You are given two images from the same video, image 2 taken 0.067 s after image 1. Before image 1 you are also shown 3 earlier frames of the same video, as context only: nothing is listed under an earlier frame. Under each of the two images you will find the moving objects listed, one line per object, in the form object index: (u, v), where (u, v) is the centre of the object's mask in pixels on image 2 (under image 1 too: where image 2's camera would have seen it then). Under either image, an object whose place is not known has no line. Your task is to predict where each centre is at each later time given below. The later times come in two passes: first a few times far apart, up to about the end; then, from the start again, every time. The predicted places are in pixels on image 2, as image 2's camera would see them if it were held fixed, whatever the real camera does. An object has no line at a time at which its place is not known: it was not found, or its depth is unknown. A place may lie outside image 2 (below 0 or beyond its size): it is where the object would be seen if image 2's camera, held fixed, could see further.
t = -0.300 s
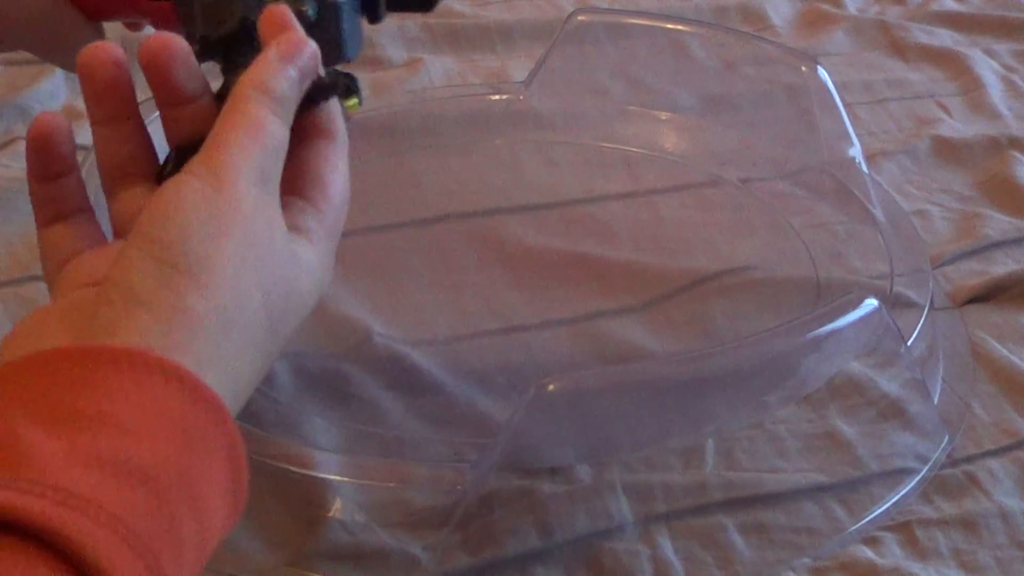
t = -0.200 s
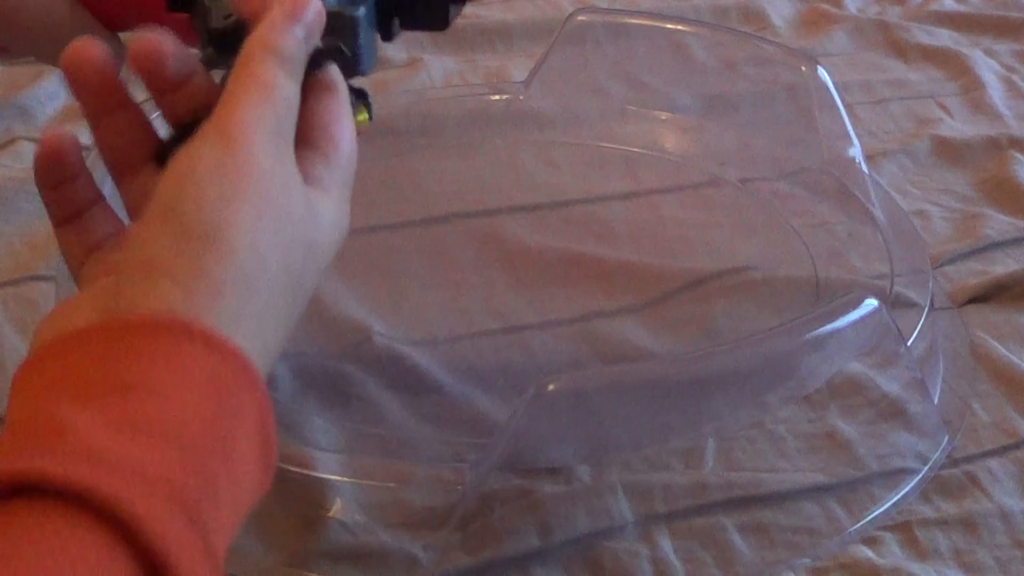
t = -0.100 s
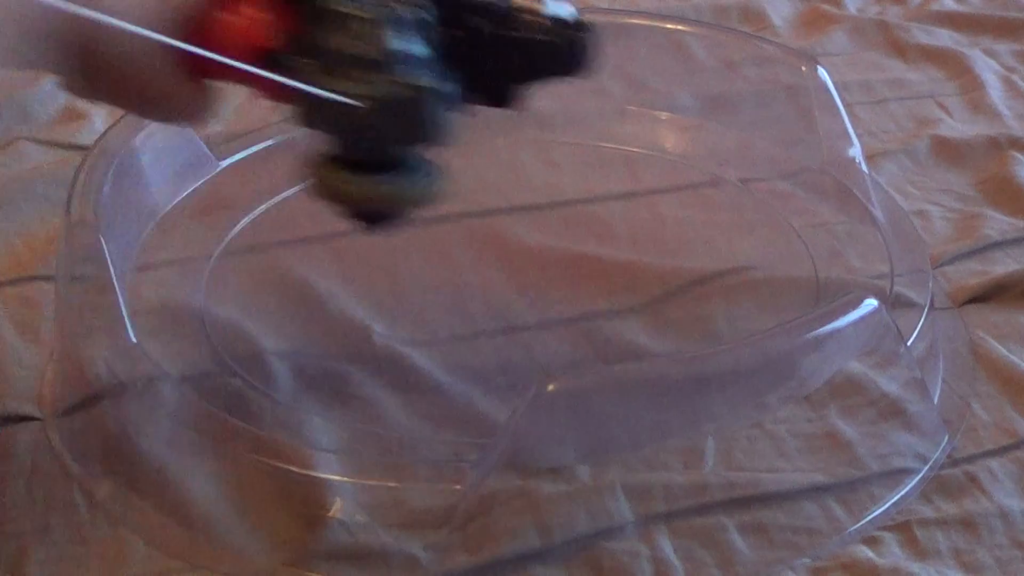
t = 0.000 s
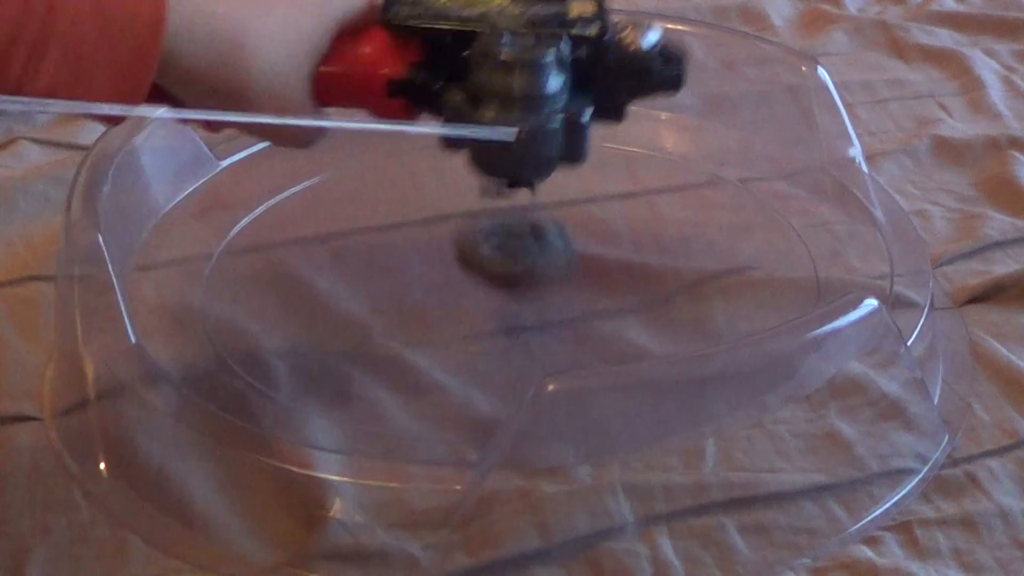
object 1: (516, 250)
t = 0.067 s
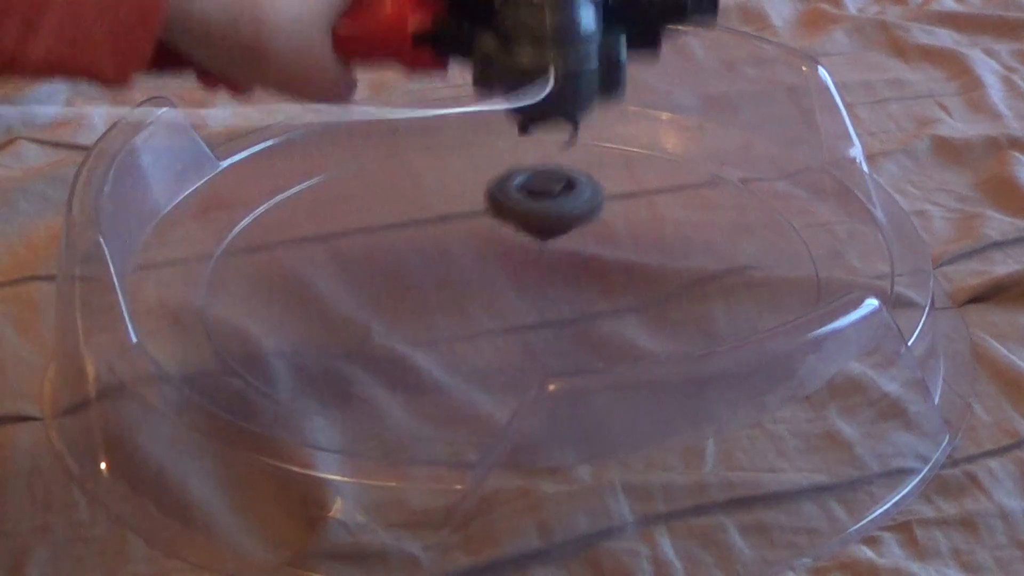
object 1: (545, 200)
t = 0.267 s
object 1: (566, 167)
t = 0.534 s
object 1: (379, 220)
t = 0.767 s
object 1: (501, 345)
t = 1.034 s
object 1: (776, 213)
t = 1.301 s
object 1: (542, 125)
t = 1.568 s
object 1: (316, 282)
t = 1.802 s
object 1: (557, 387)
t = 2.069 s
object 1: (799, 245)
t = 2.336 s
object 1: (515, 187)
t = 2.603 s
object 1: (280, 308)
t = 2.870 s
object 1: (563, 389)
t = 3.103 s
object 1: (721, 269)
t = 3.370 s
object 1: (455, 179)
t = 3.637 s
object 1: (207, 265)
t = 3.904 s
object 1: (478, 377)
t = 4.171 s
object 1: (723, 246)
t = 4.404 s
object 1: (560, 133)
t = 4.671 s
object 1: (291, 192)
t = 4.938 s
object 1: (409, 358)
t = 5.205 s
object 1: (766, 297)
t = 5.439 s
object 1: (748, 171)
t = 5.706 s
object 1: (448, 176)
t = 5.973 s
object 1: (316, 322)
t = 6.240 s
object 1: (606, 383)
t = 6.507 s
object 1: (744, 254)
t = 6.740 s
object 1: (524, 189)
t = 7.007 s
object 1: (266, 255)
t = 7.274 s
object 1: (392, 377)
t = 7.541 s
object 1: (696, 307)
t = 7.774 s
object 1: (634, 180)
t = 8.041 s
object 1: (367, 169)
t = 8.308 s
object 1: (323, 317)
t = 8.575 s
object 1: (649, 335)
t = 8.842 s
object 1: (754, 203)
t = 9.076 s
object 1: (547, 162)
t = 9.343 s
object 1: (331, 269)
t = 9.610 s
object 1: (476, 379)
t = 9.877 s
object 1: (741, 307)
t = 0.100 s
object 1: (557, 192)
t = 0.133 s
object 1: (570, 196)
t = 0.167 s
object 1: (576, 184)
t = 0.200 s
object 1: (577, 175)
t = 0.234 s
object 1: (574, 170)
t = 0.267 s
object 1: (566, 167)
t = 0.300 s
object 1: (553, 167)
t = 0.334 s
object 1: (536, 170)
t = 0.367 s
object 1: (515, 174)
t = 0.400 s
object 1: (491, 179)
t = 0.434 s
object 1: (464, 186)
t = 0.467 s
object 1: (436, 194)
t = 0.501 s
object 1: (406, 205)
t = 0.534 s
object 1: (379, 220)
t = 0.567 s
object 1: (361, 242)
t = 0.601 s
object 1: (355, 263)
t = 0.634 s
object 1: (362, 286)
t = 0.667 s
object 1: (381, 308)
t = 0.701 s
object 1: (413, 325)
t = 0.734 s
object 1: (454, 339)
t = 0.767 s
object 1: (501, 345)
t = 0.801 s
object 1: (552, 341)
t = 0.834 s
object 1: (605, 334)
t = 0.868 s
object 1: (652, 323)
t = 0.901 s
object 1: (697, 306)
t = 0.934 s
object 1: (729, 286)
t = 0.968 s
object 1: (754, 263)
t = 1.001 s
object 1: (770, 239)
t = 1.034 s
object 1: (776, 213)
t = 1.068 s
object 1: (772, 190)
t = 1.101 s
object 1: (761, 169)
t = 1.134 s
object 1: (735, 153)
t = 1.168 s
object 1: (705, 140)
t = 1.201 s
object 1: (667, 128)
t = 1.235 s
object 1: (628, 123)
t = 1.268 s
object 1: (585, 122)
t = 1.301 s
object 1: (542, 125)
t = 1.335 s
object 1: (499, 134)
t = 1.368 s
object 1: (458, 145)
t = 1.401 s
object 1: (418, 163)
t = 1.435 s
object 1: (382, 183)
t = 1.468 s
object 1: (354, 205)
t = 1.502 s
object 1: (331, 229)
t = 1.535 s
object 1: (318, 256)
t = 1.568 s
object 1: (316, 282)
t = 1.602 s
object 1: (324, 307)
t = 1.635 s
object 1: (343, 329)
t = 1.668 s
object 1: (373, 349)
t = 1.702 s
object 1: (411, 364)
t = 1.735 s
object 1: (455, 376)
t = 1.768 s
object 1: (497, 378)
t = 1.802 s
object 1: (557, 387)
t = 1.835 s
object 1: (611, 378)
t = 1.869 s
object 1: (658, 369)
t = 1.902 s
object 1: (705, 353)
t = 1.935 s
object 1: (742, 332)
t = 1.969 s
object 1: (765, 303)
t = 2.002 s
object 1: (790, 284)
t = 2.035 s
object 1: (801, 266)
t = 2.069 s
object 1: (799, 245)
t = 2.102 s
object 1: (786, 227)
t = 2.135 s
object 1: (762, 211)
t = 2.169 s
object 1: (730, 199)
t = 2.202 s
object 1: (695, 190)
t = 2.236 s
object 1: (654, 185)
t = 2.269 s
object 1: (607, 182)
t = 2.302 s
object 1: (561, 183)
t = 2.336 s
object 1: (515, 187)
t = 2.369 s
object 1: (469, 194)
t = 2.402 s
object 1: (426, 204)
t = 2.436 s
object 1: (387, 216)
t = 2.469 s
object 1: (351, 232)
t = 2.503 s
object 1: (320, 250)
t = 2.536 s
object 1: (299, 268)
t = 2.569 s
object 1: (286, 288)
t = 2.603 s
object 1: (280, 308)
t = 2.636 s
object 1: (282, 329)
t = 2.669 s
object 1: (293, 350)
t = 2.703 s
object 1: (319, 365)
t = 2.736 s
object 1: (362, 378)
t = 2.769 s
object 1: (407, 386)
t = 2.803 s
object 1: (459, 391)
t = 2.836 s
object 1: (512, 391)
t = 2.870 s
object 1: (563, 389)
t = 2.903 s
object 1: (612, 381)
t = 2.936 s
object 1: (656, 367)
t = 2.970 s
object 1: (690, 350)
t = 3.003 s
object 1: (708, 323)
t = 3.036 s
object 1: (726, 306)
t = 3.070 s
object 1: (728, 289)
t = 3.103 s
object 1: (721, 269)
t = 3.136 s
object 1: (707, 251)
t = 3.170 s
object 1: (683, 233)
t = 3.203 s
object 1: (654, 217)
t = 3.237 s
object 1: (619, 204)
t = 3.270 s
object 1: (582, 193)
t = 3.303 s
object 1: (541, 186)
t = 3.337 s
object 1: (499, 181)
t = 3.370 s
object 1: (455, 179)
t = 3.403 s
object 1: (413, 179)
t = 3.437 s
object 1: (373, 184)
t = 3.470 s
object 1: (335, 190)
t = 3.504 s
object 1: (298, 201)
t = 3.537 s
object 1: (267, 213)
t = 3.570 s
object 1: (238, 230)
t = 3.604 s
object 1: (218, 245)
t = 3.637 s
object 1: (207, 265)
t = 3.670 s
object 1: (215, 288)
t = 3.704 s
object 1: (228, 309)
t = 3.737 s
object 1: (251, 331)
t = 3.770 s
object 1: (285, 351)
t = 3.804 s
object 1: (328, 365)
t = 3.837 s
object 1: (376, 374)
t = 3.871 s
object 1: (427, 377)
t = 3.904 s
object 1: (478, 377)
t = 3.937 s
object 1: (523, 365)
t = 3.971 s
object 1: (583, 365)
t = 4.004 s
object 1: (625, 353)
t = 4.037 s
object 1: (660, 329)
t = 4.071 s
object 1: (690, 313)
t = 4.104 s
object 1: (710, 291)
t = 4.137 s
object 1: (721, 270)
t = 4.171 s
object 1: (723, 246)
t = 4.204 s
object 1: (715, 222)
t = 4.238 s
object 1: (702, 203)
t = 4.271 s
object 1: (683, 184)
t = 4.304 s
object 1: (657, 167)
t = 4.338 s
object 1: (628, 153)
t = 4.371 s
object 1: (595, 141)
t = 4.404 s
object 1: (560, 133)
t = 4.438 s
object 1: (522, 127)
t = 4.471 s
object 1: (483, 125)
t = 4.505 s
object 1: (445, 128)
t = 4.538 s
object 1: (408, 132)
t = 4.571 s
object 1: (373, 142)
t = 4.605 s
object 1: (341, 155)
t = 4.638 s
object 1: (314, 171)
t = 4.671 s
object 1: (291, 192)
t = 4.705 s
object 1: (276, 214)
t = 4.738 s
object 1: (268, 237)
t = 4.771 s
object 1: (269, 260)
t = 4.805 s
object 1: (279, 283)
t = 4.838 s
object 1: (299, 307)
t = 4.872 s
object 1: (327, 328)
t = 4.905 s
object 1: (363, 344)
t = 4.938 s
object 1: (409, 358)
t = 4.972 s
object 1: (455, 366)
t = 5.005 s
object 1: (505, 365)
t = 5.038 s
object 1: (559, 366)
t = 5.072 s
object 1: (606, 362)
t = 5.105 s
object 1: (656, 352)
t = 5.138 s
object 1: (702, 341)
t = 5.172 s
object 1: (736, 310)
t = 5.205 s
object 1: (766, 297)
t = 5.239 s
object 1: (793, 279)
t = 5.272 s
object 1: (806, 261)
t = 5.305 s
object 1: (805, 241)
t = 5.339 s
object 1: (802, 220)
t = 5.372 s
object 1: (790, 202)
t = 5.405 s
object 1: (772, 185)
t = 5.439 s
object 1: (748, 171)
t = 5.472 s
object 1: (718, 161)
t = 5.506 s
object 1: (685, 154)
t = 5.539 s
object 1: (649, 150)
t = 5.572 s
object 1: (608, 149)
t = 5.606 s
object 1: (568, 151)
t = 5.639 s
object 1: (527, 157)
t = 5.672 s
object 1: (487, 166)
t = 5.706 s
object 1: (448, 176)
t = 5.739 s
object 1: (413, 190)
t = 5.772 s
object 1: (382, 206)
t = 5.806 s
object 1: (355, 223)
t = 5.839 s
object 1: (333, 242)
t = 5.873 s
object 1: (317, 263)
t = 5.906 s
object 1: (309, 283)
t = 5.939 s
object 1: (308, 303)
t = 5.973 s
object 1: (316, 322)
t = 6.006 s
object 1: (332, 341)
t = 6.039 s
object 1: (353, 356)
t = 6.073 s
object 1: (384, 371)
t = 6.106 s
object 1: (422, 382)
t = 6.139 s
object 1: (464, 390)
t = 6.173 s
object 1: (509, 392)
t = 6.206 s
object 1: (559, 388)
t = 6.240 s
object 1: (606, 383)
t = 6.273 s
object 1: (649, 374)
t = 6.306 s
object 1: (690, 360)
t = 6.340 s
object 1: (719, 346)
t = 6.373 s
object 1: (743, 326)
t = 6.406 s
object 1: (753, 301)
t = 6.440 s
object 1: (761, 287)
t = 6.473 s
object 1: (757, 270)
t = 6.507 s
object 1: (744, 254)
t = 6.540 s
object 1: (726, 239)
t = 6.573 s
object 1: (701, 224)
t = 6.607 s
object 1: (672, 213)
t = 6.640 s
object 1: (638, 203)
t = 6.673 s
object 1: (601, 196)
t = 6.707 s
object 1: (562, 191)
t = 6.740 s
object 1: (524, 189)
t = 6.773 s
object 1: (484, 189)
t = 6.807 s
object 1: (444, 191)
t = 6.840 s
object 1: (406, 196)
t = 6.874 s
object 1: (369, 203)
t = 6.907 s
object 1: (338, 213)
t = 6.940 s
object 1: (309, 224)
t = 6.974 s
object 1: (284, 238)
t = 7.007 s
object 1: (266, 255)
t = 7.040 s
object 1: (253, 271)
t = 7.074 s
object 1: (247, 290)
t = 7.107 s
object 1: (250, 308)
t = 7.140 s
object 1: (263, 327)
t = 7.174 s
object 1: (284, 345)
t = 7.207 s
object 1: (312, 360)
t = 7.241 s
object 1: (349, 371)
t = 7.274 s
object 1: (392, 377)
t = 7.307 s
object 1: (440, 380)
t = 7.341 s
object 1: (484, 378)
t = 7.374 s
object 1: (533, 377)
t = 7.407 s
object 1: (579, 369)
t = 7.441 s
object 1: (615, 358)
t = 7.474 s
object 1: (646, 335)
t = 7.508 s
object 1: (676, 322)
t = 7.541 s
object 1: (696, 307)
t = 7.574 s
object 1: (706, 287)
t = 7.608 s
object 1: (711, 267)
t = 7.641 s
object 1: (707, 247)
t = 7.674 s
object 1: (697, 228)
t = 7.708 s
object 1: (681, 209)
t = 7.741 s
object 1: (660, 194)
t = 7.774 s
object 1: (634, 180)
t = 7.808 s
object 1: (606, 169)
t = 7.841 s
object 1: (574, 160)
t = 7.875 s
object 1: (539, 152)
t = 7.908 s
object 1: (503, 149)
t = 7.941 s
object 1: (467, 149)
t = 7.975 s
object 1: (433, 152)
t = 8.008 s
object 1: (398, 159)
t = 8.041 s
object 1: (367, 169)
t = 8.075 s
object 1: (337, 181)
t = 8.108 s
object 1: (316, 196)
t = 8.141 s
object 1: (297, 214)
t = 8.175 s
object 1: (285, 234)
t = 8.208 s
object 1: (283, 254)
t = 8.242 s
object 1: (287, 276)
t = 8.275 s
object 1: (301, 297)
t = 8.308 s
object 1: (323, 317)
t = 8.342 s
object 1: (350, 333)
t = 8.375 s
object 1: (388, 348)
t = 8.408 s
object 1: (429, 357)
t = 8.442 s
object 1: (476, 362)
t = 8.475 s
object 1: (518, 359)
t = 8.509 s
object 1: (564, 352)
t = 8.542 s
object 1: (608, 342)
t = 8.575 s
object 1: (649, 335)
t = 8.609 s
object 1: (685, 323)
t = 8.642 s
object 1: (718, 307)
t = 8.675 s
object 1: (742, 292)
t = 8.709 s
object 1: (759, 273)
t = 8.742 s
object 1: (769, 255)
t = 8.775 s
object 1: (771, 236)
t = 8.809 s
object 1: (766, 218)
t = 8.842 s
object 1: (754, 203)
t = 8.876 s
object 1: (737, 189)
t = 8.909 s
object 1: (714, 177)
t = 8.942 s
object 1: (685, 167)
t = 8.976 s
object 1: (655, 162)
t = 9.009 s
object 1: (620, 159)
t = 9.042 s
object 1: (583, 159)
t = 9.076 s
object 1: (547, 162)
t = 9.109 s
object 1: (511, 168)
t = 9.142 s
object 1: (473, 177)
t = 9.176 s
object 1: (440, 187)
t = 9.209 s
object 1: (411, 201)
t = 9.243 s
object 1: (383, 216)
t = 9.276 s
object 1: (360, 233)
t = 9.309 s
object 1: (342, 251)
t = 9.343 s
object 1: (331, 269)
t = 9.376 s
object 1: (325, 288)
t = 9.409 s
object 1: (327, 307)
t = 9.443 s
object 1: (335, 324)
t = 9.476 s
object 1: (351, 339)
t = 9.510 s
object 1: (376, 353)
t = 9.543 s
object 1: (405, 365)
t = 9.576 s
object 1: (439, 375)
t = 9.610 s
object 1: (476, 379)
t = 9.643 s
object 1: (518, 383)
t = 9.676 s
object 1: (561, 384)
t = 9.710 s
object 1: (603, 380)
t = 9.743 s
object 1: (640, 373)
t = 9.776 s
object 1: (677, 362)
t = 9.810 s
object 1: (708, 348)
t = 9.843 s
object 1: (729, 334)
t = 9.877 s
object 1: (741, 307)
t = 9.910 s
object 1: (754, 296)
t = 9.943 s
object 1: (754, 281)
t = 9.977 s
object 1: (747, 265)
